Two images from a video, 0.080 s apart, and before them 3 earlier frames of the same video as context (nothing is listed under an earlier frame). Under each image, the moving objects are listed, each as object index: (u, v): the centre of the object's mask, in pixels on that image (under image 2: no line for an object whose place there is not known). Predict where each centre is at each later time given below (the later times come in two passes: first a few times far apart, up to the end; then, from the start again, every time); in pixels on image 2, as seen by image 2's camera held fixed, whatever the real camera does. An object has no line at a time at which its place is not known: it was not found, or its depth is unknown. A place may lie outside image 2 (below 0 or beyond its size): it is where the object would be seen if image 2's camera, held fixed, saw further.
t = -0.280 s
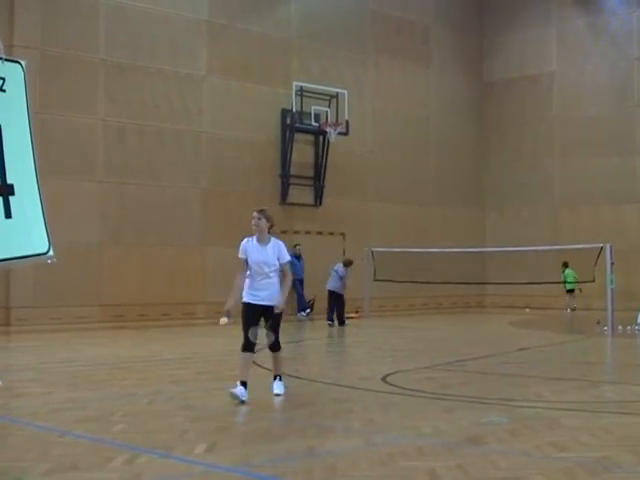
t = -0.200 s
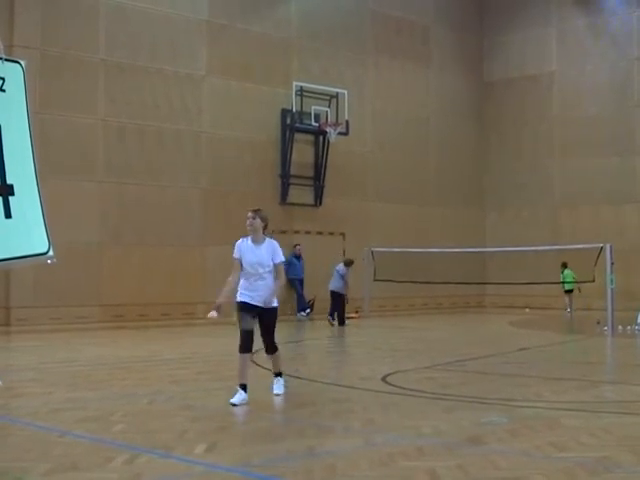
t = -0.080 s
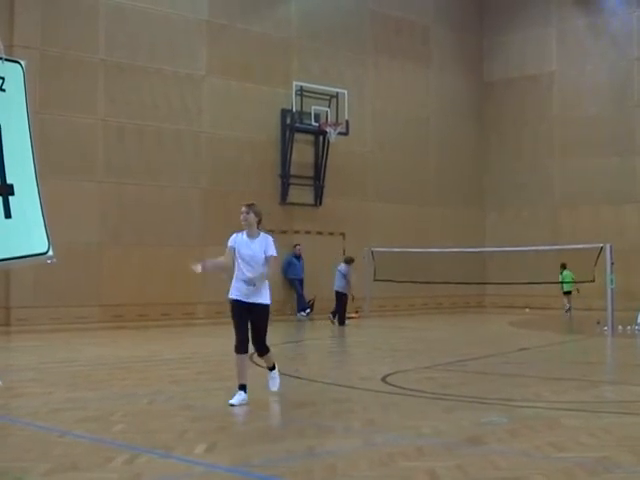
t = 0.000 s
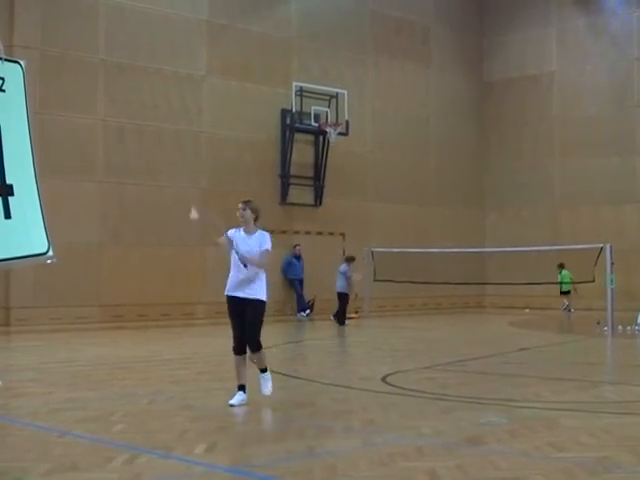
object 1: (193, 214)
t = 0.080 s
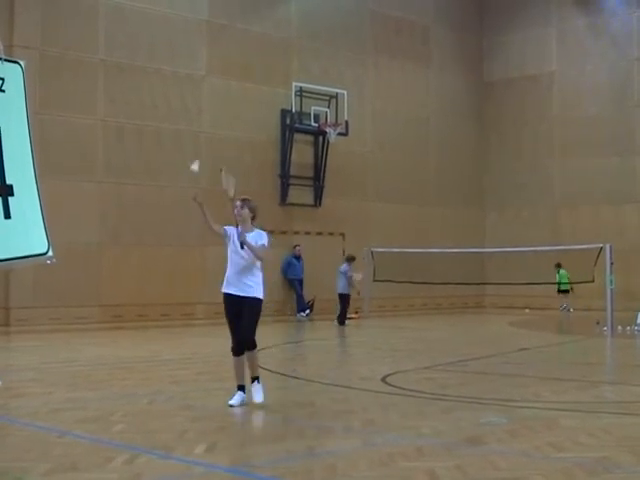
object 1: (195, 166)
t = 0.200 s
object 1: (203, 116)
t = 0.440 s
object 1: (216, 73)
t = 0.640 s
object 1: (227, 90)
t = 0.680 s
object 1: (228, 97)
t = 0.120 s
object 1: (197, 147)
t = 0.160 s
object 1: (201, 131)
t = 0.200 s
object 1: (203, 116)
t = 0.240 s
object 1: (206, 104)
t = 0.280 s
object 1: (209, 93)
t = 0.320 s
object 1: (212, 85)
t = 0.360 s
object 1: (213, 79)
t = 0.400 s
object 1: (214, 75)
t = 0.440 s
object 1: (216, 73)
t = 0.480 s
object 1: (219, 73)
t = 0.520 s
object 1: (221, 75)
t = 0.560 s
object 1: (223, 79)
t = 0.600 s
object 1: (225, 84)
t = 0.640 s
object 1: (227, 90)
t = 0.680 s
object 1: (228, 97)
